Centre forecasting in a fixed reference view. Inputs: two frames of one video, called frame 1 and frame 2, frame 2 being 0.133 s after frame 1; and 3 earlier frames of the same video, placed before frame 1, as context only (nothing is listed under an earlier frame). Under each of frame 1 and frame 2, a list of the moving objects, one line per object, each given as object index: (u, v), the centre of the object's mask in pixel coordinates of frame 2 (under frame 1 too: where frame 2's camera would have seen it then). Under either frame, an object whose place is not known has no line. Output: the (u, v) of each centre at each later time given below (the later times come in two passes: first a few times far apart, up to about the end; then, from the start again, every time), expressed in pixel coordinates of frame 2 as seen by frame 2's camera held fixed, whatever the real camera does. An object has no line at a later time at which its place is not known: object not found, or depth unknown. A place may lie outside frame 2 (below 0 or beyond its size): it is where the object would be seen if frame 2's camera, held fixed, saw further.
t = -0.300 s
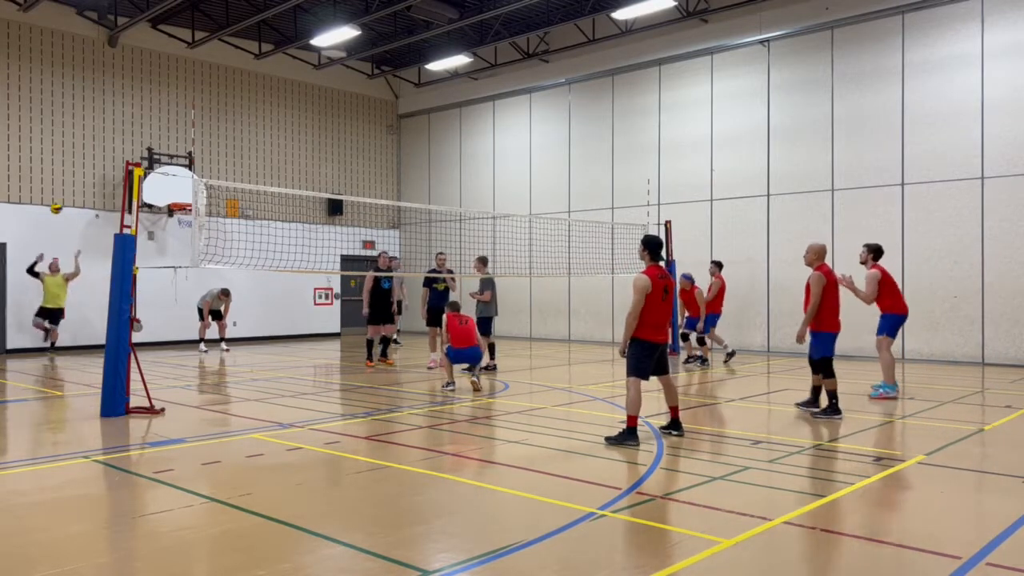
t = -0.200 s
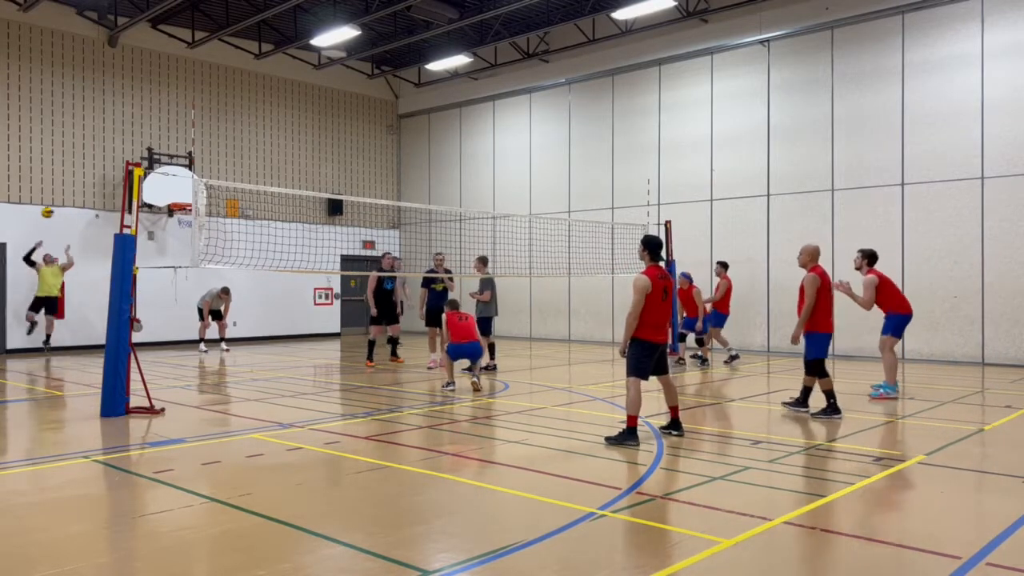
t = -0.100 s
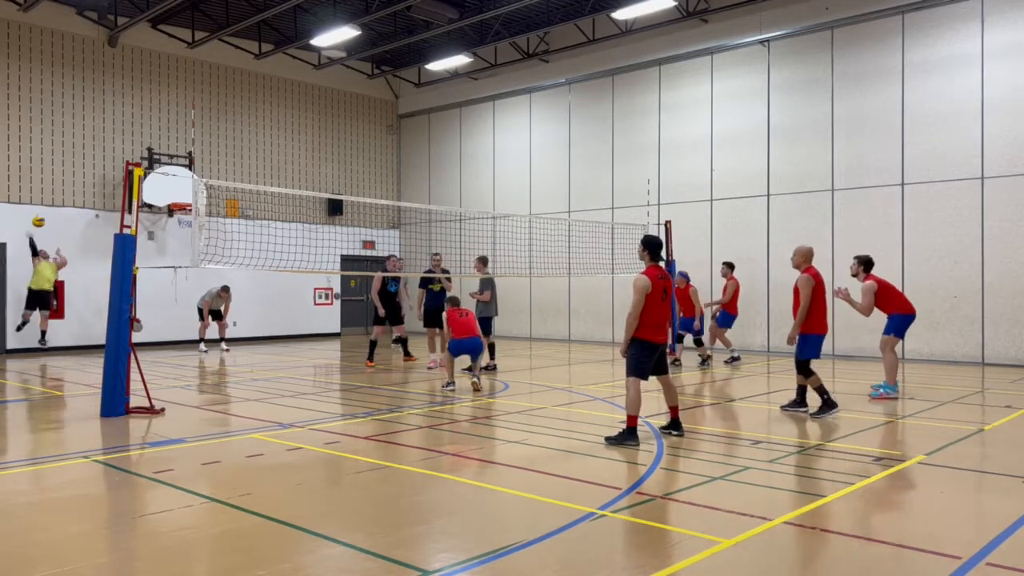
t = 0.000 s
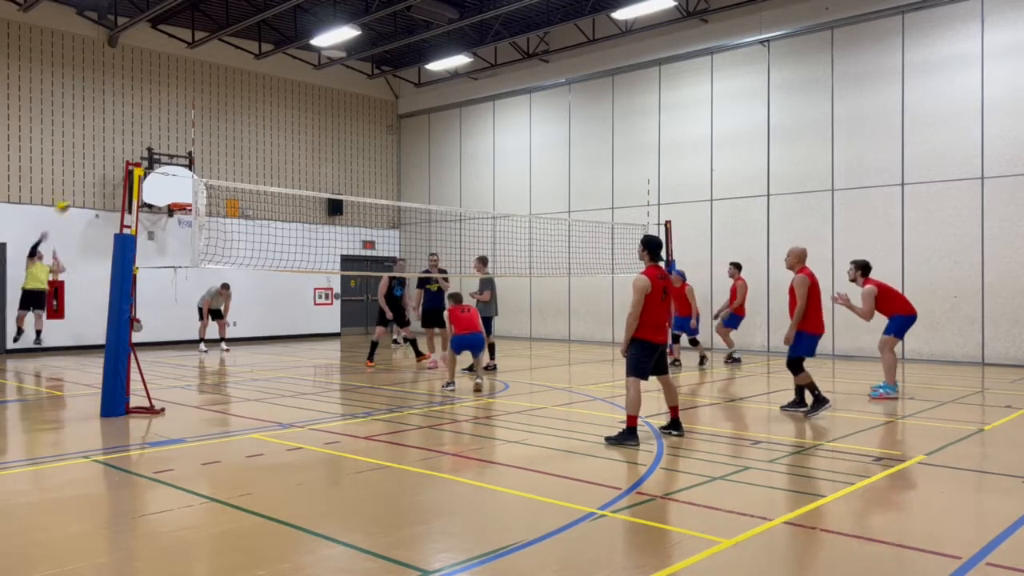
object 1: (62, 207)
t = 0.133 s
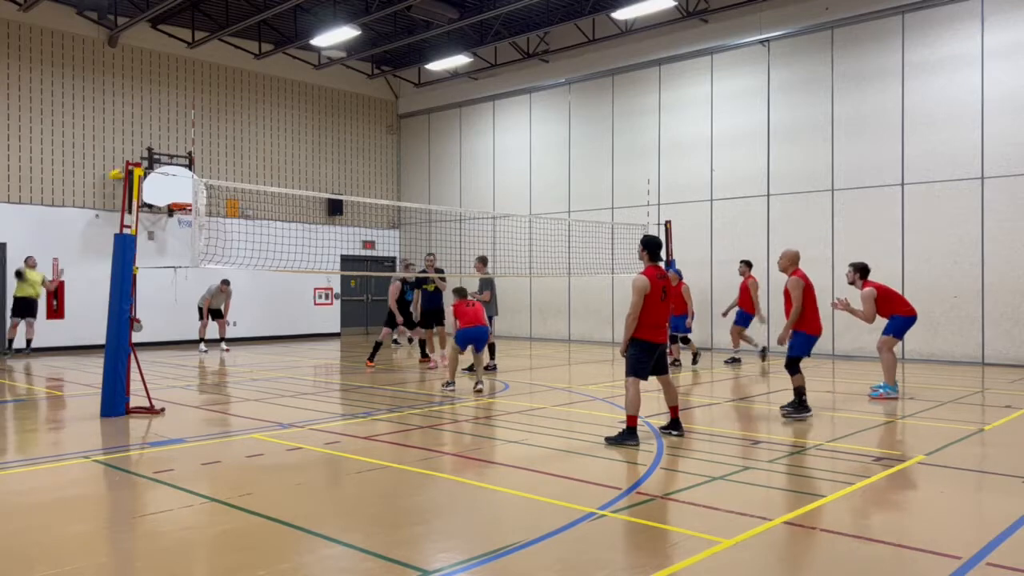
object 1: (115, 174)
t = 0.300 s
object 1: (191, 144)
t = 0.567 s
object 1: (344, 118)
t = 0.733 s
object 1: (464, 130)
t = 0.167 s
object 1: (129, 171)
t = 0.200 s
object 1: (146, 160)
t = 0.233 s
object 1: (159, 155)
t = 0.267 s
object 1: (175, 149)
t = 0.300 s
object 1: (191, 144)
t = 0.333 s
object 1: (210, 138)
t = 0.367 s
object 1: (226, 135)
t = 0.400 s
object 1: (245, 129)
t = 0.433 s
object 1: (263, 126)
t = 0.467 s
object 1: (283, 123)
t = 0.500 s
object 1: (303, 120)
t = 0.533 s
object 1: (323, 119)
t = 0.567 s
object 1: (344, 118)
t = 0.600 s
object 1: (367, 118)
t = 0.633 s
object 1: (390, 120)
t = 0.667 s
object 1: (414, 122)
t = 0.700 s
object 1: (439, 126)
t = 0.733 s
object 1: (464, 130)
